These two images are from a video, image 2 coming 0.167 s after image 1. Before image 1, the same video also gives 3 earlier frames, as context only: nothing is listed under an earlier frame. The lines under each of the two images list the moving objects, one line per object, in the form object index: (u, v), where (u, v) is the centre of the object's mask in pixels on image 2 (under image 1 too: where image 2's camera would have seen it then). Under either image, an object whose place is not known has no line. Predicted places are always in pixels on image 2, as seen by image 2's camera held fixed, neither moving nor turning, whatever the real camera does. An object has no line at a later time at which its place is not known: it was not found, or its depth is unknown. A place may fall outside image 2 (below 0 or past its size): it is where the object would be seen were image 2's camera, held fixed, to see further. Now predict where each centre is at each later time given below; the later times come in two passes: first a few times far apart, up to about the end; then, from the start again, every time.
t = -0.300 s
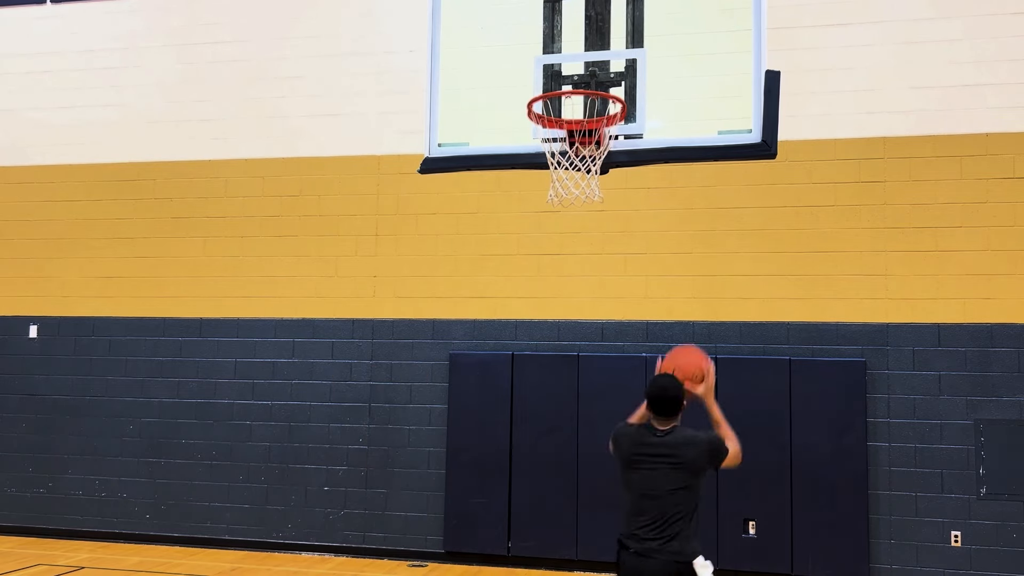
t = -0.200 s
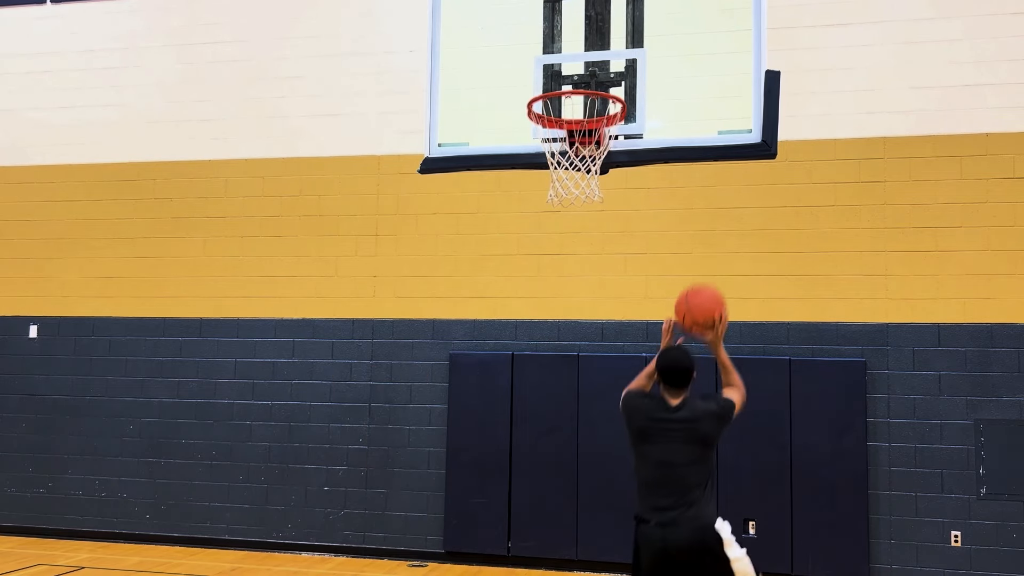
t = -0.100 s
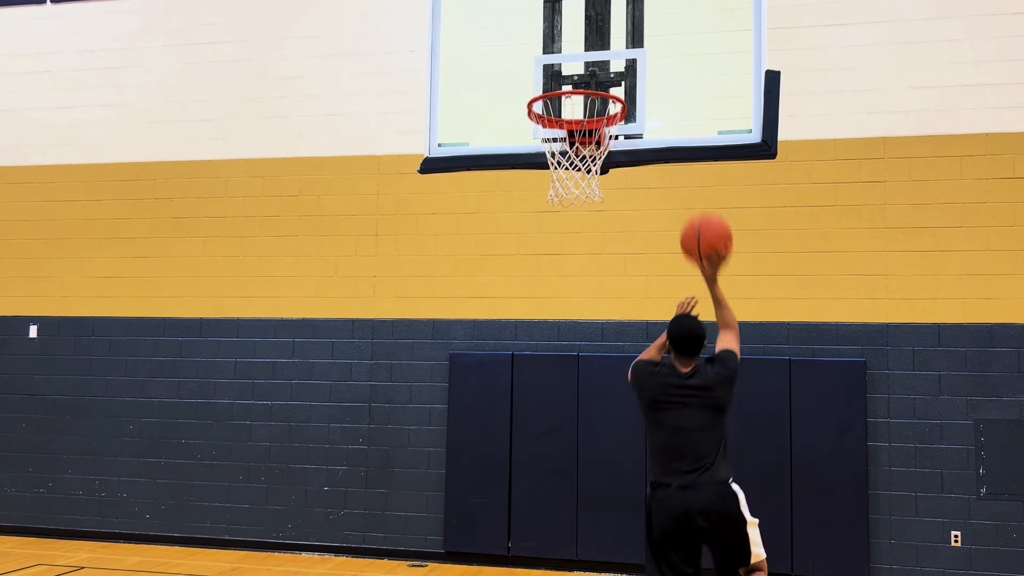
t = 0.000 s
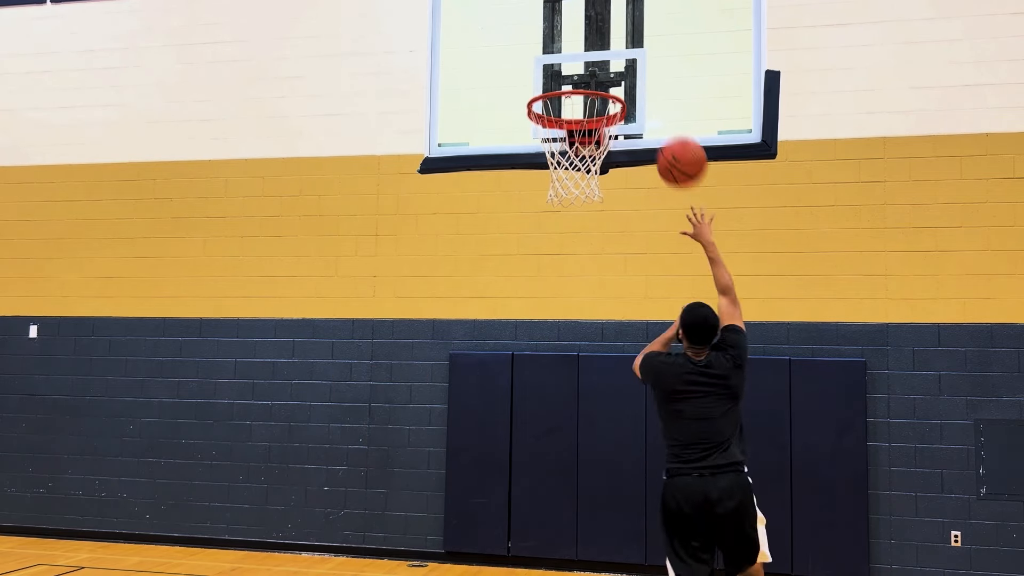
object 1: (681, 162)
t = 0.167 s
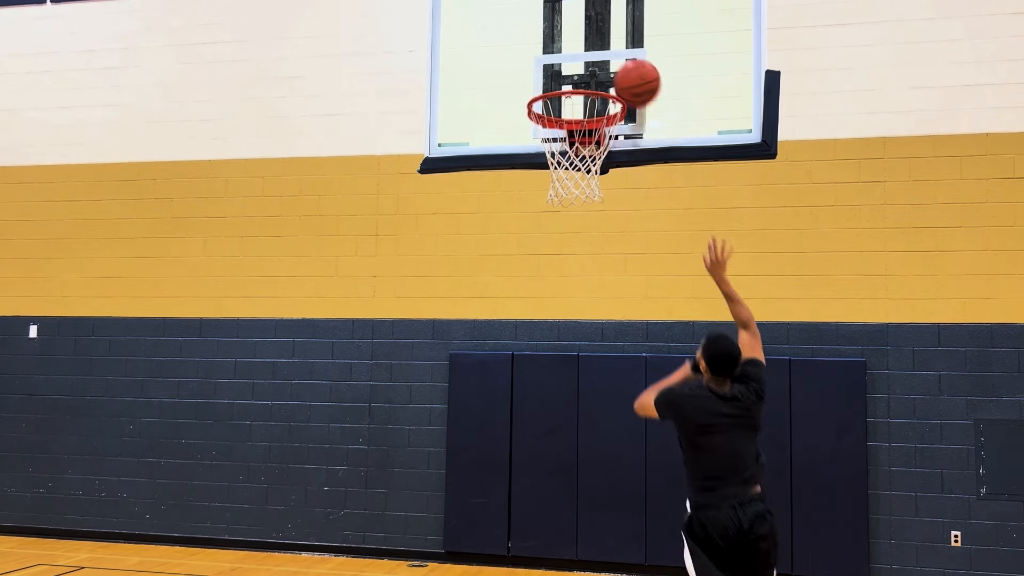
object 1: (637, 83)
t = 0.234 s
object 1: (621, 69)
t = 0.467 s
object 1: (577, 91)
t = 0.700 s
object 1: (545, 186)
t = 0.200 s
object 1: (629, 74)
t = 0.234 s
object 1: (621, 69)
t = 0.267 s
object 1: (615, 66)
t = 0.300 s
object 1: (608, 65)
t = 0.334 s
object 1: (603, 66)
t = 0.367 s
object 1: (596, 69)
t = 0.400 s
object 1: (590, 72)
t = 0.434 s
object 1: (583, 81)
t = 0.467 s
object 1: (577, 91)
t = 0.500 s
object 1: (570, 104)
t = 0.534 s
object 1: (564, 117)
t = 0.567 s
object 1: (556, 133)
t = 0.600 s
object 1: (551, 149)
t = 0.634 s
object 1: (547, 162)
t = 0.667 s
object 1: (545, 172)
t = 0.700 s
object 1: (545, 186)
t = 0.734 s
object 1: (544, 198)
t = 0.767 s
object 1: (543, 214)
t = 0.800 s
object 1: (543, 233)
